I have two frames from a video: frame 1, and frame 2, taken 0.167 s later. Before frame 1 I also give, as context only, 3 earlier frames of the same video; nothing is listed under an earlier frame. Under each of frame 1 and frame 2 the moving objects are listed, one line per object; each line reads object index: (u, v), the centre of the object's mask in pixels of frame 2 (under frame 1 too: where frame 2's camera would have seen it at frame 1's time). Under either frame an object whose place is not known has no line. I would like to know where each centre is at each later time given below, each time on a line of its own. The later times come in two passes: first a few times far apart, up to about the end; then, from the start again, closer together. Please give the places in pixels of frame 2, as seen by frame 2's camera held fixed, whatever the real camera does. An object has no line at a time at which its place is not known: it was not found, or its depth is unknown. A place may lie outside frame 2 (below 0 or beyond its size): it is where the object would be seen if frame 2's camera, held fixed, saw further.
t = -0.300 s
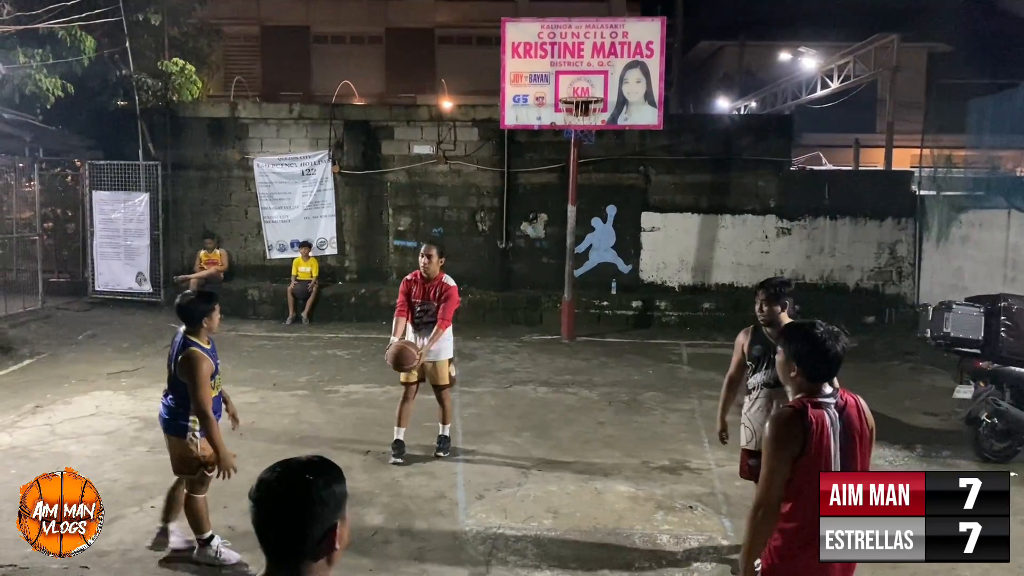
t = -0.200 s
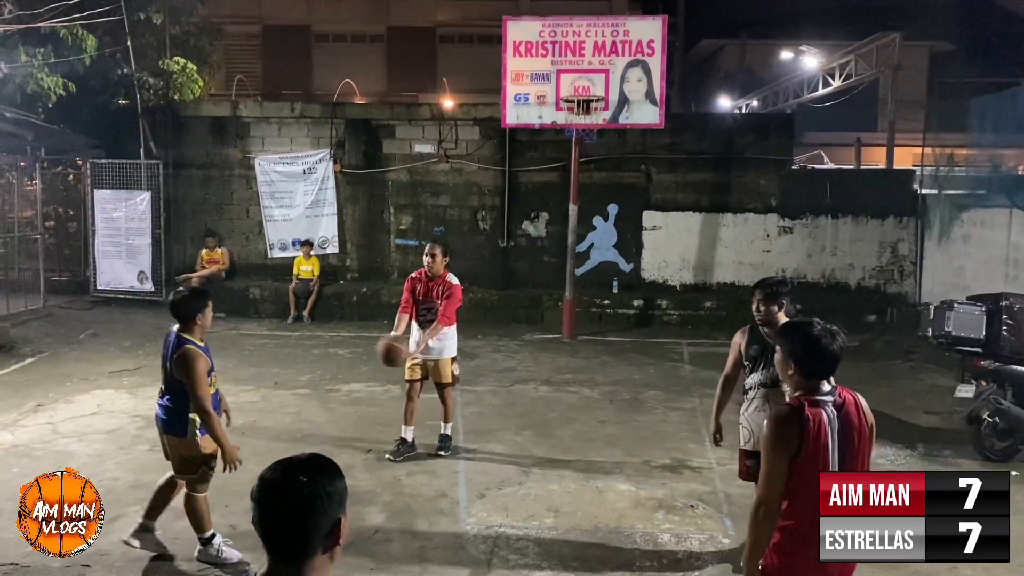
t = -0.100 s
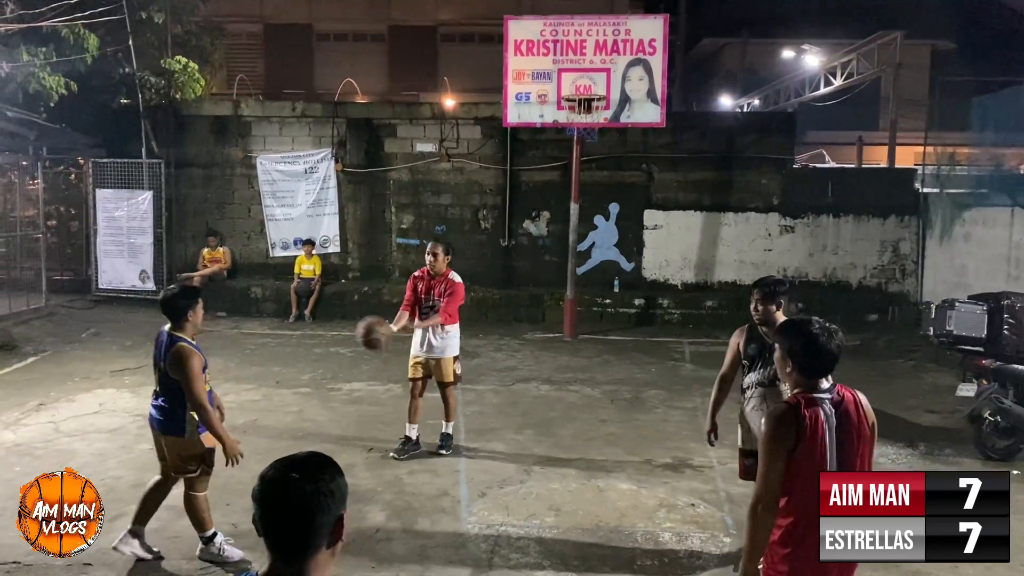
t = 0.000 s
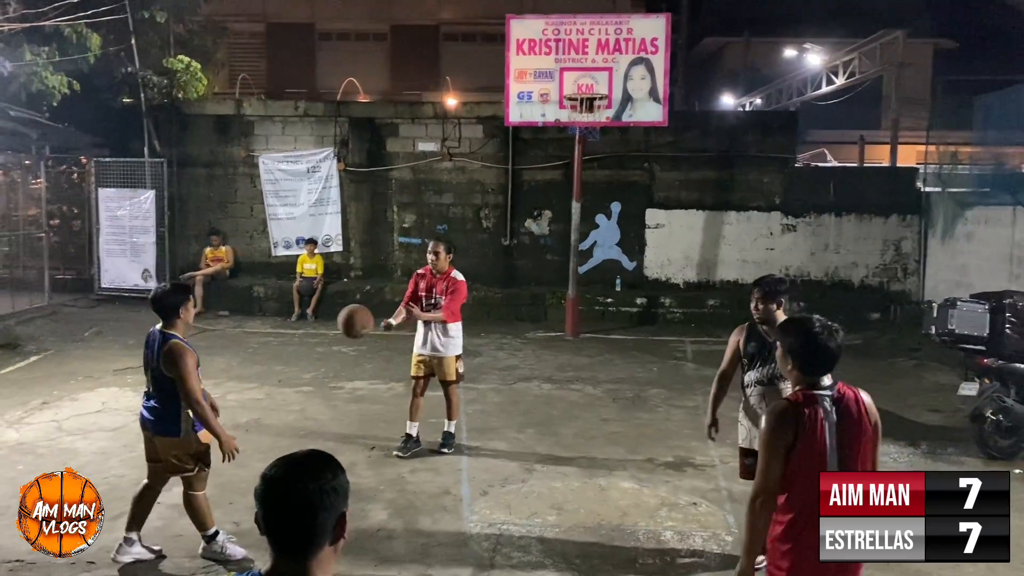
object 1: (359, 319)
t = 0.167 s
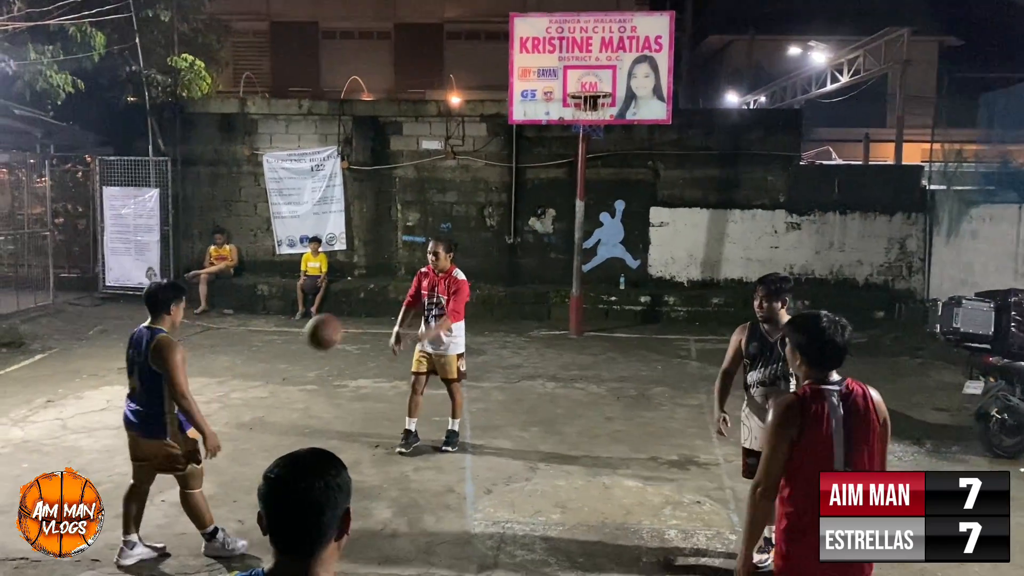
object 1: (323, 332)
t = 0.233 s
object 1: (308, 348)
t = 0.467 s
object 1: (251, 465)
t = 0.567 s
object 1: (227, 490)
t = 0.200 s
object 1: (316, 339)
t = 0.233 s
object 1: (308, 348)
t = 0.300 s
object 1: (291, 372)
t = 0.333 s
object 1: (284, 387)
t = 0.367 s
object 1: (276, 405)
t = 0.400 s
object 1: (268, 423)
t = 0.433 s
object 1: (261, 442)
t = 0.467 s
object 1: (251, 465)
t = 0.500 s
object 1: (242, 491)
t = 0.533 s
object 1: (235, 504)
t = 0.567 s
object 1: (227, 490)
